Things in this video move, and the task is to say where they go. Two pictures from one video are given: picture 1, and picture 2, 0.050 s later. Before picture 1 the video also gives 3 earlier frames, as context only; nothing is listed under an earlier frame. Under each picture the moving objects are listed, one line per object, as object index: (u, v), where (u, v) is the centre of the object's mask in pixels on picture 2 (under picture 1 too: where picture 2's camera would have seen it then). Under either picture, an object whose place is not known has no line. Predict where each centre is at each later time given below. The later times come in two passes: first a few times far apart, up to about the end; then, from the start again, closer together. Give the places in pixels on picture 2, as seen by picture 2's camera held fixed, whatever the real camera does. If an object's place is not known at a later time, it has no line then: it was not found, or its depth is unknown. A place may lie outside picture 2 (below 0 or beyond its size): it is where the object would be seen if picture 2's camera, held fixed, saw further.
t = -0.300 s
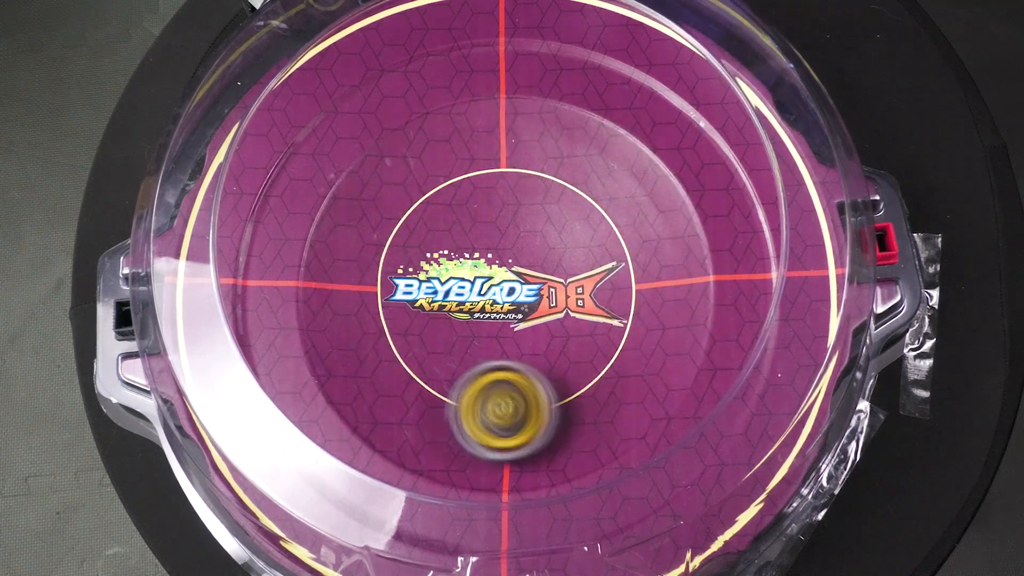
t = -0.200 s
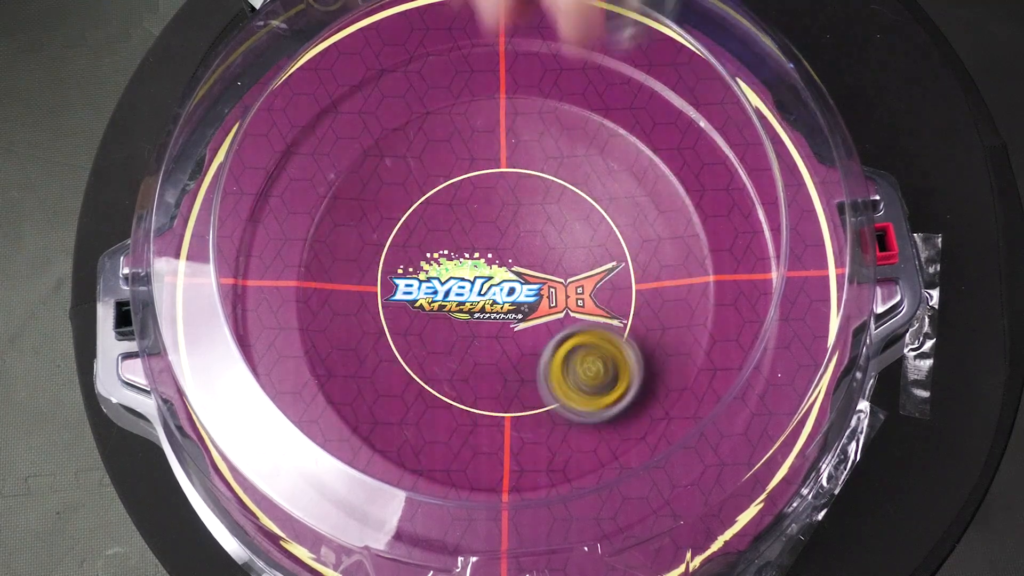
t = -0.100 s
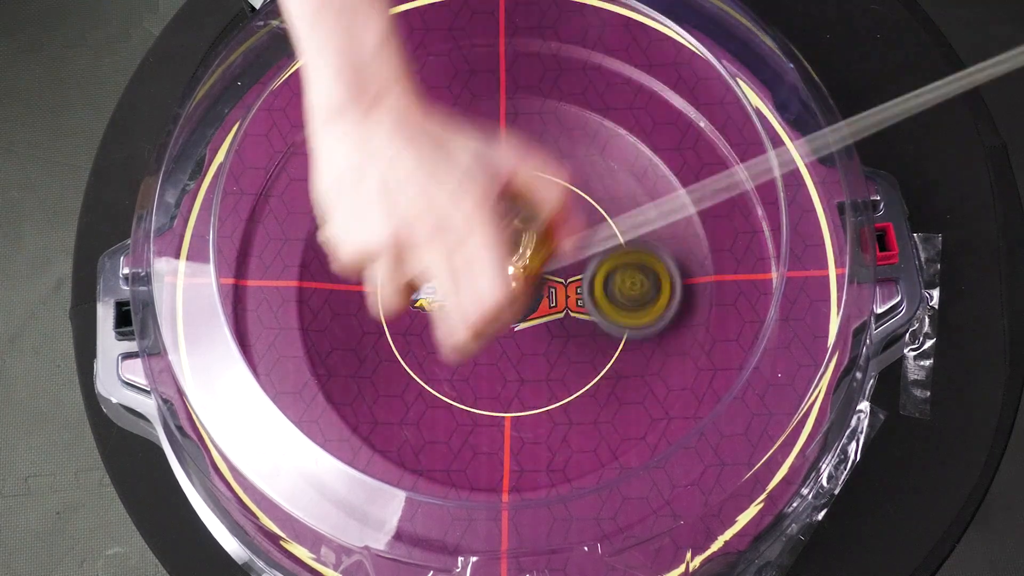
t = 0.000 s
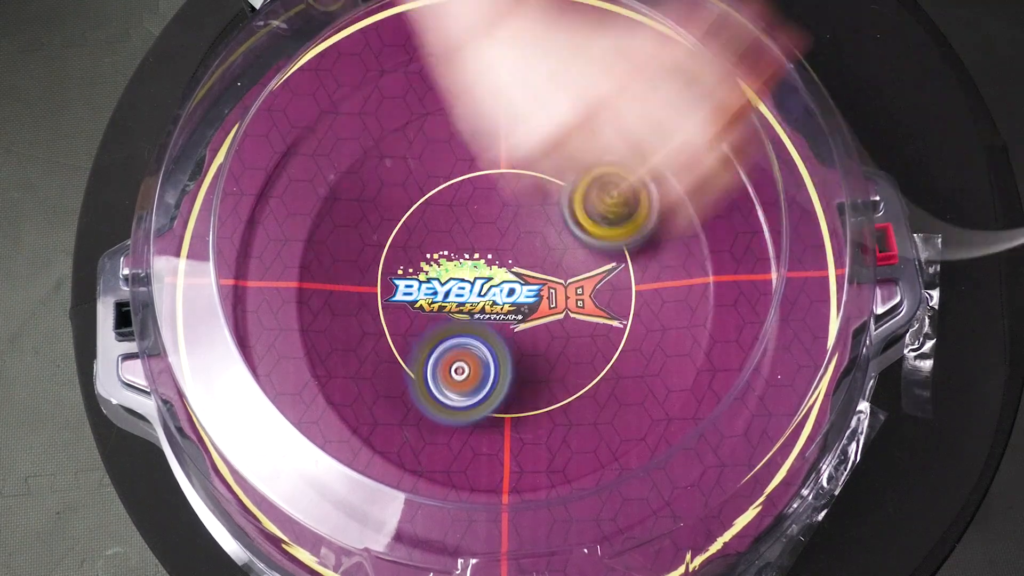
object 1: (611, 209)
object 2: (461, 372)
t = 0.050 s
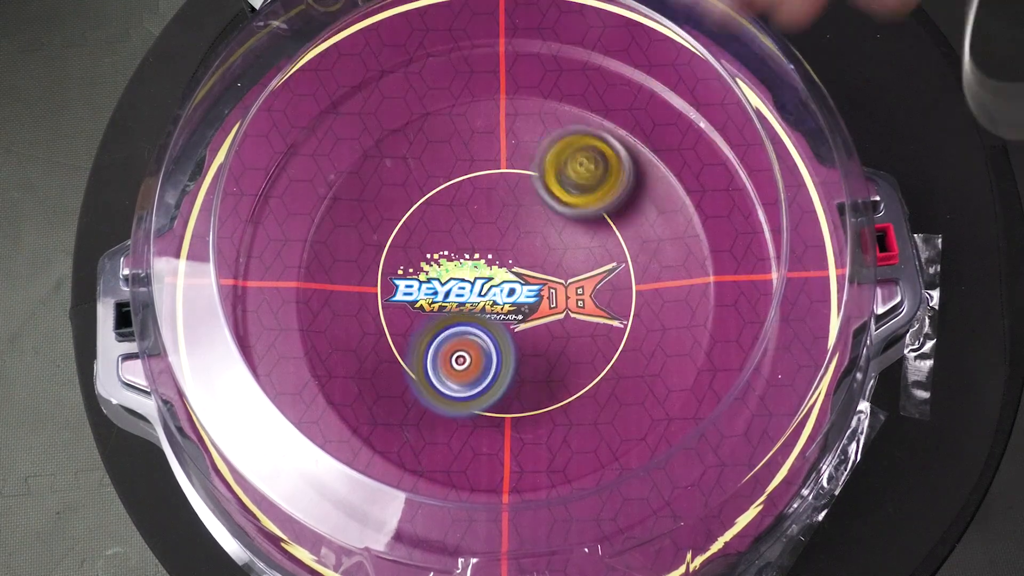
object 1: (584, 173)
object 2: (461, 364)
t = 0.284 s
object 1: (405, 194)
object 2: (522, 300)
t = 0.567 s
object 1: (471, 397)
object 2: (522, 219)
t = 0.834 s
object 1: (636, 273)
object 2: (454, 370)
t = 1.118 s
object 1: (471, 141)
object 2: (594, 338)
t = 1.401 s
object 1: (376, 337)
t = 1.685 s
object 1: (601, 378)
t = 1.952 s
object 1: (622, 176)
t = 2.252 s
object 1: (395, 196)
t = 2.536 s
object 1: (446, 405)
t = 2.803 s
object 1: (642, 326)
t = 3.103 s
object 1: (534, 145)
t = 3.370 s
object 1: (365, 271)
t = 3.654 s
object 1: (531, 415)
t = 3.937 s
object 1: (650, 225)
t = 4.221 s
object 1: (638, 63)
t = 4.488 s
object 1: (563, 69)
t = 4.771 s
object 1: (475, 162)
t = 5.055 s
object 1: (432, 359)
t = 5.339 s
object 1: (633, 342)
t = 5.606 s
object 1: (611, 186)
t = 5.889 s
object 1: (421, 248)
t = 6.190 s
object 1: (524, 406)
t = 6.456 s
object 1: (620, 273)
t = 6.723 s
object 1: (453, 211)
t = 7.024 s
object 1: (437, 382)
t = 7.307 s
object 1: (595, 329)
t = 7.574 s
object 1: (527, 192)
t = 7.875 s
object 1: (400, 251)
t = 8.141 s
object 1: (503, 349)
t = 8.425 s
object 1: (572, 223)
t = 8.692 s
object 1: (453, 212)
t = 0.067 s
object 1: (571, 164)
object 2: (462, 363)
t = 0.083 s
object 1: (559, 158)
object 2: (463, 362)
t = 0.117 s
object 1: (531, 150)
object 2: (468, 366)
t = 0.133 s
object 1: (516, 148)
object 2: (471, 368)
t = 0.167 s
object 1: (487, 148)
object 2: (477, 361)
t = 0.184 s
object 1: (473, 151)
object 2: (482, 355)
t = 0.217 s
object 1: (447, 160)
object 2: (494, 341)
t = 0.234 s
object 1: (435, 167)
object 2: (500, 337)
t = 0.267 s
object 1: (414, 184)
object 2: (515, 314)
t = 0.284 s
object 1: (405, 194)
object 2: (522, 300)
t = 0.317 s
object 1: (390, 217)
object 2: (537, 277)
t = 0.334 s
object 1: (384, 231)
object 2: (544, 269)
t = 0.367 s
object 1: (378, 259)
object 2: (550, 251)
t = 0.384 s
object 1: (377, 274)
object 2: (551, 244)
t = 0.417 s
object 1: (380, 303)
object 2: (554, 232)
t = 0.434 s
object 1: (384, 317)
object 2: (554, 227)
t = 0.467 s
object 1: (397, 344)
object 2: (553, 217)
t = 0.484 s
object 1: (406, 355)
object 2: (549, 214)
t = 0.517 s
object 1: (428, 376)
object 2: (541, 212)
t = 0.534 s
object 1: (442, 385)
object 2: (535, 213)
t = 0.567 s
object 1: (471, 397)
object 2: (522, 219)
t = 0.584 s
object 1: (487, 401)
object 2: (514, 222)
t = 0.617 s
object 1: (518, 402)
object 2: (499, 234)
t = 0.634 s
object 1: (532, 399)
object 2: (491, 242)
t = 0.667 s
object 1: (563, 389)
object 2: (475, 261)
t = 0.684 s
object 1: (575, 382)
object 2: (469, 271)
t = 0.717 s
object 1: (598, 364)
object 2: (458, 294)
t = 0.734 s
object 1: (608, 352)
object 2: (454, 309)
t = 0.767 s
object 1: (622, 328)
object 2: (448, 331)
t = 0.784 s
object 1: (628, 315)
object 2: (449, 342)
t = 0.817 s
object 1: (635, 288)
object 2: (451, 361)
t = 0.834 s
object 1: (636, 273)
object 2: (454, 370)
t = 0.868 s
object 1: (636, 246)
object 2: (463, 386)
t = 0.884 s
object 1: (633, 232)
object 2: (469, 391)
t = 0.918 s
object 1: (623, 205)
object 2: (484, 401)
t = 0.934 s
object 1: (617, 193)
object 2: (493, 403)
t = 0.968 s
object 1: (597, 171)
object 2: (511, 406)
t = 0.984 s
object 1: (585, 161)
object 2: (521, 402)
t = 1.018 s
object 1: (560, 148)
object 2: (541, 396)
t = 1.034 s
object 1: (547, 144)
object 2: (551, 389)
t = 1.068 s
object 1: (516, 138)
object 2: (570, 374)
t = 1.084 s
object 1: (502, 138)
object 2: (578, 363)
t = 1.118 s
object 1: (471, 141)
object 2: (594, 338)
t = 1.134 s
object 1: (457, 145)
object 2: (601, 324)
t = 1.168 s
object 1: (432, 157)
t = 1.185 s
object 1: (420, 165)
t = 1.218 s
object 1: (400, 184)
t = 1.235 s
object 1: (390, 196)
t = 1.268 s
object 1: (376, 221)
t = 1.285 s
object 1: (371, 235)
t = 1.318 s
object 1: (364, 264)
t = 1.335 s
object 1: (363, 278)
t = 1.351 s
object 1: (365, 293)
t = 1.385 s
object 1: (371, 323)
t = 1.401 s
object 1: (376, 337)
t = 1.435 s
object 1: (393, 362)
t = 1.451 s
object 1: (403, 374)
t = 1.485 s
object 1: (428, 393)
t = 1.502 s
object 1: (442, 401)
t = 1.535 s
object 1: (471, 411)
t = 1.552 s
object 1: (487, 414)
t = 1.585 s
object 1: (517, 415)
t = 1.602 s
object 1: (533, 412)
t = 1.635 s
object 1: (562, 403)
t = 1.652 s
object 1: (576, 396)
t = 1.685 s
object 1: (601, 378)
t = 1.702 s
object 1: (612, 368)
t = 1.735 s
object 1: (631, 346)
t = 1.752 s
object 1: (638, 333)
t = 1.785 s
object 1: (649, 305)
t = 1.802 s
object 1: (653, 292)
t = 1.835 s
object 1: (656, 263)
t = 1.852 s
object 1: (656, 248)
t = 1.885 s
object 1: (649, 222)
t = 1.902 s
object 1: (645, 211)
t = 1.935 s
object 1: (631, 188)
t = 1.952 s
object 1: (622, 176)
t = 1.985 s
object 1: (601, 159)
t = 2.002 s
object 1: (590, 151)
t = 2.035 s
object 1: (565, 141)
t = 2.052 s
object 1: (551, 137)
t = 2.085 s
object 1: (522, 134)
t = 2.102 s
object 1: (508, 134)
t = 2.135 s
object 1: (479, 139)
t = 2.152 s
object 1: (464, 144)
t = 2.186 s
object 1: (439, 156)
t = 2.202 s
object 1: (427, 164)
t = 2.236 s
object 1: (405, 185)
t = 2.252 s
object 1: (395, 196)
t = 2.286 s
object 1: (381, 221)
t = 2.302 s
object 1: (375, 235)
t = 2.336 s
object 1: (368, 263)
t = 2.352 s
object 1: (367, 277)
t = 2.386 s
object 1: (369, 306)
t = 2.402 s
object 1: (372, 320)
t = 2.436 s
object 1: (383, 346)
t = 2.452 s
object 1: (390, 359)
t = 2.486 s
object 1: (410, 381)
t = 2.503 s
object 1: (421, 390)
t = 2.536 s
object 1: (446, 405)
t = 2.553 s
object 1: (460, 410)
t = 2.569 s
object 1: (475, 415)
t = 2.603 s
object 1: (506, 418)
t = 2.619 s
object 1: (521, 417)
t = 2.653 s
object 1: (548, 410)
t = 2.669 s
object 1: (562, 406)
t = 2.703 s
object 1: (588, 392)
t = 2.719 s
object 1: (599, 384)
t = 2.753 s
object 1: (621, 363)
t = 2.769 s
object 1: (629, 351)
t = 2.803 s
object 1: (642, 326)
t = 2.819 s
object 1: (647, 313)
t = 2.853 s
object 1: (654, 285)
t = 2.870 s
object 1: (654, 272)
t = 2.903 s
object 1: (651, 244)
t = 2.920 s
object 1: (647, 233)
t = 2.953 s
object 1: (635, 208)
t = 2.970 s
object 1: (627, 196)
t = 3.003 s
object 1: (608, 177)
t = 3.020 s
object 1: (597, 169)
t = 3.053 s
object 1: (574, 156)
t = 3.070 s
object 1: (562, 151)
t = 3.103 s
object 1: (534, 145)
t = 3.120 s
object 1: (519, 144)
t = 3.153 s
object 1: (490, 147)
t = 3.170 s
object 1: (474, 150)
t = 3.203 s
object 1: (447, 160)
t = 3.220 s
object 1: (434, 167)
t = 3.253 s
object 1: (411, 185)
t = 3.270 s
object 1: (401, 195)
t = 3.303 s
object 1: (384, 218)
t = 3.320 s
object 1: (377, 230)
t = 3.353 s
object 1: (368, 256)
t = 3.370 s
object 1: (365, 271)
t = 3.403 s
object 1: (364, 301)
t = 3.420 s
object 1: (367, 316)
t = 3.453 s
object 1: (378, 346)
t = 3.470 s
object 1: (386, 359)
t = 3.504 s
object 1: (406, 383)
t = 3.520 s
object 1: (417, 392)
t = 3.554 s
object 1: (443, 407)
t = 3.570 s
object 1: (457, 412)
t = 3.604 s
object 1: (487, 418)
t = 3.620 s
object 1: (502, 419)
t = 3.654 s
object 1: (531, 415)
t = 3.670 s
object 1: (546, 409)
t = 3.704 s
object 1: (573, 396)
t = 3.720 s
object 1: (584, 387)
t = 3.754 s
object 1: (604, 368)
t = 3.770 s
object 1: (613, 357)
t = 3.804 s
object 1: (626, 334)
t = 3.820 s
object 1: (632, 321)
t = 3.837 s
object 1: (636, 308)
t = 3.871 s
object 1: (641, 282)
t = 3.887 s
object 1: (641, 270)
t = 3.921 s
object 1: (642, 241)
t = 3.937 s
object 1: (650, 225)
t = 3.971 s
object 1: (662, 193)
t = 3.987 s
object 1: (664, 178)
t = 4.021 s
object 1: (663, 153)
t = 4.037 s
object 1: (657, 142)
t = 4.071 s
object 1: (648, 122)
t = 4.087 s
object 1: (645, 113)
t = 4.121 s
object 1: (641, 97)
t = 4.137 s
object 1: (640, 91)
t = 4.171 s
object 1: (641, 78)
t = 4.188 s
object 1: (641, 73)
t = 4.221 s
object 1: (638, 63)
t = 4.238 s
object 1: (633, 60)
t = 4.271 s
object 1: (617, 60)
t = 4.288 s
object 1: (608, 59)
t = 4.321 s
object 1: (594, 59)
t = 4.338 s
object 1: (588, 59)
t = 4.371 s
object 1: (579, 59)
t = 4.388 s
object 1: (576, 60)
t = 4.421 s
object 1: (571, 62)
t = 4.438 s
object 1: (568, 63)
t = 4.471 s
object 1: (565, 66)
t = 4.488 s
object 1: (563, 69)
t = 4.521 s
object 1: (560, 73)
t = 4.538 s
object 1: (558, 76)
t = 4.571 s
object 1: (556, 83)
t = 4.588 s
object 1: (554, 86)
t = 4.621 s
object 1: (547, 95)
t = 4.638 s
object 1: (542, 101)
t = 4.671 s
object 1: (529, 114)
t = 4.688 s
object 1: (521, 121)
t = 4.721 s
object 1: (503, 136)
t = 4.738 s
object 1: (494, 144)
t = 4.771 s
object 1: (475, 162)
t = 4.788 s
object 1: (465, 171)
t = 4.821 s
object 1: (445, 191)
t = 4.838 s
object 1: (433, 199)
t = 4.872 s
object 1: (414, 219)
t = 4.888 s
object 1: (407, 230)
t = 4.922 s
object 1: (398, 255)
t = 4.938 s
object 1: (397, 269)
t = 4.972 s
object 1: (399, 297)
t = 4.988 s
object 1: (402, 310)
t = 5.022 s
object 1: (415, 337)
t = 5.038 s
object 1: (423, 348)
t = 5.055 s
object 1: (432, 359)
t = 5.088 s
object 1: (453, 376)
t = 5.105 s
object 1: (465, 383)
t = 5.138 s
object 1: (491, 393)
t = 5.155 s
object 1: (505, 395)
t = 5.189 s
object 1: (533, 396)
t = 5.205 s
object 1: (547, 395)
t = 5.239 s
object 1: (573, 388)
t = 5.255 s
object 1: (585, 382)
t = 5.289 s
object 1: (606, 369)
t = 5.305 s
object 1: (616, 361)
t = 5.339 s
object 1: (633, 342)
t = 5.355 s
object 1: (639, 332)
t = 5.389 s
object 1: (649, 311)
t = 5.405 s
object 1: (652, 299)
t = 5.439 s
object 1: (656, 278)
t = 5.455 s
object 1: (658, 267)
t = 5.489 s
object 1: (656, 246)
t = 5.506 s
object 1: (653, 236)
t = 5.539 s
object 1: (644, 218)
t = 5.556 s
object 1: (637, 209)
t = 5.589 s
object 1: (621, 193)
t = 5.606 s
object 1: (611, 186)
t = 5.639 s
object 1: (589, 176)
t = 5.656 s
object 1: (577, 173)
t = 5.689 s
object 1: (552, 170)
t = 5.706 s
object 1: (539, 170)
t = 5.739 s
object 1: (513, 174)
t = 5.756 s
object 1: (499, 178)
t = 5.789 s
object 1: (475, 189)
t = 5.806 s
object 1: (464, 196)
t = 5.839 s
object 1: (443, 214)
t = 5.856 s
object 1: (435, 225)
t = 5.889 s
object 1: (421, 248)
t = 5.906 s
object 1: (416, 261)
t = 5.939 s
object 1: (410, 288)
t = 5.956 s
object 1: (410, 300)
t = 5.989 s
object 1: (414, 327)
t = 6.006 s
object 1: (418, 339)
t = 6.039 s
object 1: (430, 360)
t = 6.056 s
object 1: (437, 370)
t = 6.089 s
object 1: (455, 387)
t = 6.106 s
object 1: (466, 393)
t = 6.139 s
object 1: (488, 403)
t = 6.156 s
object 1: (500, 405)
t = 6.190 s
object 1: (524, 406)
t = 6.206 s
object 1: (536, 405)
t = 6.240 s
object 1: (559, 398)
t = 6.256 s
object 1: (570, 393)
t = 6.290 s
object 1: (588, 379)
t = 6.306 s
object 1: (596, 371)
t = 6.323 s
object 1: (603, 362)
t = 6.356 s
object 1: (615, 341)
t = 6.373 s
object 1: (619, 331)
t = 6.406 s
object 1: (623, 308)
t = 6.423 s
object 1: (624, 296)
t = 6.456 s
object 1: (620, 273)
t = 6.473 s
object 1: (616, 262)
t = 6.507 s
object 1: (603, 241)
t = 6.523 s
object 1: (595, 232)
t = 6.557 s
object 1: (575, 216)
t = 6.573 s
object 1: (564, 210)
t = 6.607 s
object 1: (540, 201)
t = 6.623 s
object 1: (527, 198)
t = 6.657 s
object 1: (501, 197)
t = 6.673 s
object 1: (489, 199)
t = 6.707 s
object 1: (464, 206)
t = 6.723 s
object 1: (453, 211)
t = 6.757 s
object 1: (432, 225)
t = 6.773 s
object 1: (423, 234)
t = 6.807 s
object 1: (408, 253)
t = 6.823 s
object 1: (403, 264)
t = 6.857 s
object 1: (395, 287)
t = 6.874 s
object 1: (394, 297)
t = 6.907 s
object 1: (395, 320)
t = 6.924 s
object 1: (397, 332)
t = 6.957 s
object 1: (406, 351)
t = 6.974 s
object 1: (412, 360)
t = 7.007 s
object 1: (428, 376)
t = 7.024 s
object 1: (437, 382)
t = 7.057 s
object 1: (457, 390)
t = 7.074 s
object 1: (468, 393)
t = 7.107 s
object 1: (492, 394)
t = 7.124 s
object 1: (504, 391)
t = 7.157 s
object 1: (527, 387)
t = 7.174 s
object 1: (537, 387)
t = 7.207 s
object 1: (558, 380)
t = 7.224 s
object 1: (566, 374)
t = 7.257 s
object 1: (580, 359)
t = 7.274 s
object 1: (586, 350)
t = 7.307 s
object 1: (595, 329)
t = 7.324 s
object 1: (597, 317)
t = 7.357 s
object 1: (599, 293)
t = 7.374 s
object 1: (598, 282)
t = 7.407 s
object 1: (592, 260)
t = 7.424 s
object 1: (589, 249)
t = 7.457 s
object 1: (584, 232)
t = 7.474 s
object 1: (578, 224)
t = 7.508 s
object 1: (564, 210)
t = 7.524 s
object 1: (556, 204)
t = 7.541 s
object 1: (546, 199)
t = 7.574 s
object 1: (527, 192)
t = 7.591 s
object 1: (516, 190)
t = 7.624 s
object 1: (496, 189)
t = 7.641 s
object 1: (486, 189)
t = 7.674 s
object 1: (471, 188)
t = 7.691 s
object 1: (464, 190)
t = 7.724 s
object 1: (449, 195)
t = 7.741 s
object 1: (442, 198)
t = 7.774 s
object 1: (428, 206)
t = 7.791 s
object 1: (421, 212)
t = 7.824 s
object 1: (410, 226)
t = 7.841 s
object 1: (405, 233)
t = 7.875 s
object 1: (400, 251)
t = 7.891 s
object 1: (398, 260)
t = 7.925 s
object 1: (399, 279)
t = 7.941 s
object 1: (402, 289)
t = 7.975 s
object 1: (411, 306)
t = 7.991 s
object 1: (417, 314)
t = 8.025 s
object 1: (432, 328)
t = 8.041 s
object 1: (441, 335)
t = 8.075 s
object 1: (460, 345)
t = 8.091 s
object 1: (471, 348)
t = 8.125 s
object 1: (492, 350)
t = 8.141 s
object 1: (503, 349)
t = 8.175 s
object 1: (523, 343)
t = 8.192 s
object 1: (532, 338)
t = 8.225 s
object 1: (550, 326)
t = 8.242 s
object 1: (557, 318)
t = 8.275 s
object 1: (569, 303)
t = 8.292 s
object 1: (574, 293)
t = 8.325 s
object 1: (580, 276)
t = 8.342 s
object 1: (581, 266)
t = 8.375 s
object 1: (580, 248)
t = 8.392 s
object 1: (579, 240)
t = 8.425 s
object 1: (572, 223)
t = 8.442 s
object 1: (568, 216)
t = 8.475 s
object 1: (556, 202)
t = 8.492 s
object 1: (549, 197)
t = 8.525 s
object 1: (533, 189)
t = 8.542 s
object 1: (525, 186)
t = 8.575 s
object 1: (508, 184)
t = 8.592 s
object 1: (499, 185)
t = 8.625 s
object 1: (482, 190)
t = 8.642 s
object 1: (474, 194)
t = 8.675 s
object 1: (460, 205)
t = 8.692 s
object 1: (453, 212)
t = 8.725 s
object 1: (443, 229)
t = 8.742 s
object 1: (440, 238)
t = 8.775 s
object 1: (437, 256)
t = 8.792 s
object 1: (436, 267)
